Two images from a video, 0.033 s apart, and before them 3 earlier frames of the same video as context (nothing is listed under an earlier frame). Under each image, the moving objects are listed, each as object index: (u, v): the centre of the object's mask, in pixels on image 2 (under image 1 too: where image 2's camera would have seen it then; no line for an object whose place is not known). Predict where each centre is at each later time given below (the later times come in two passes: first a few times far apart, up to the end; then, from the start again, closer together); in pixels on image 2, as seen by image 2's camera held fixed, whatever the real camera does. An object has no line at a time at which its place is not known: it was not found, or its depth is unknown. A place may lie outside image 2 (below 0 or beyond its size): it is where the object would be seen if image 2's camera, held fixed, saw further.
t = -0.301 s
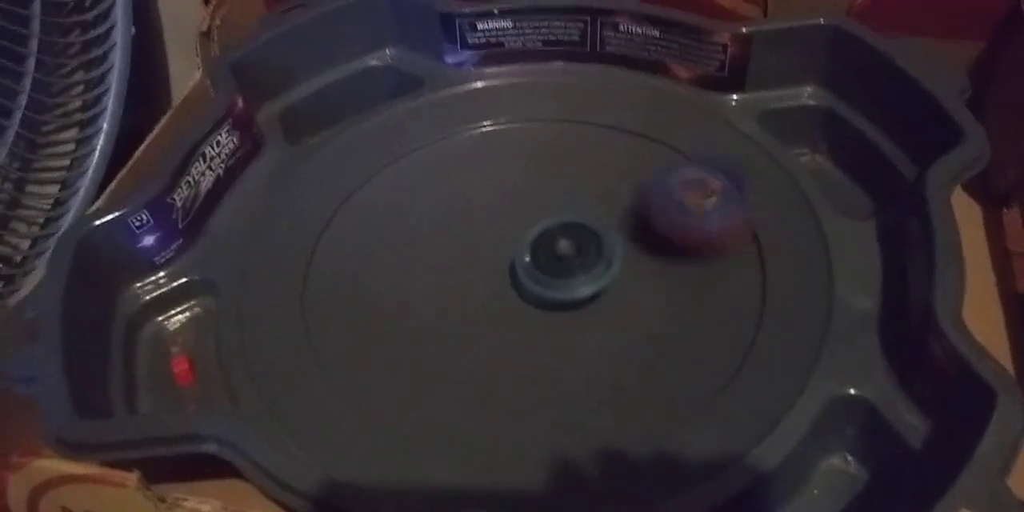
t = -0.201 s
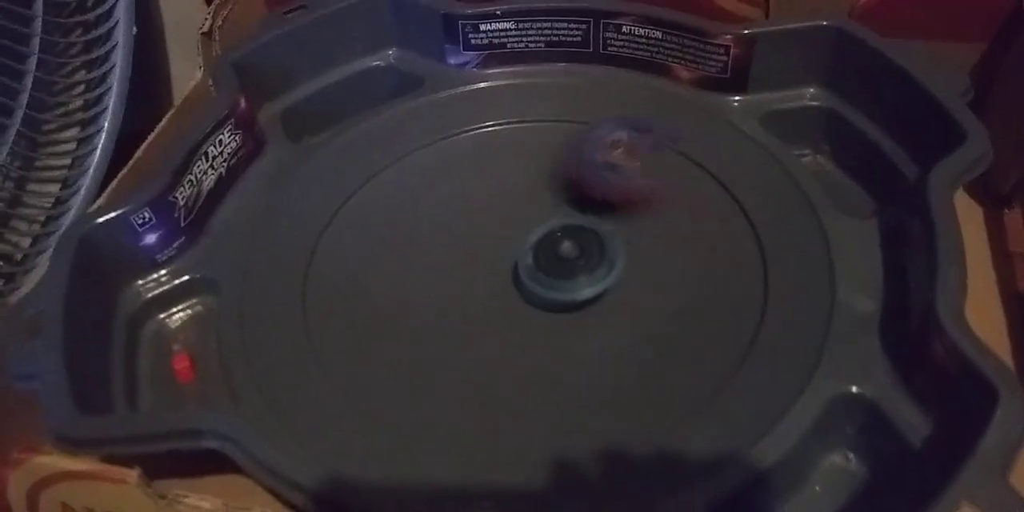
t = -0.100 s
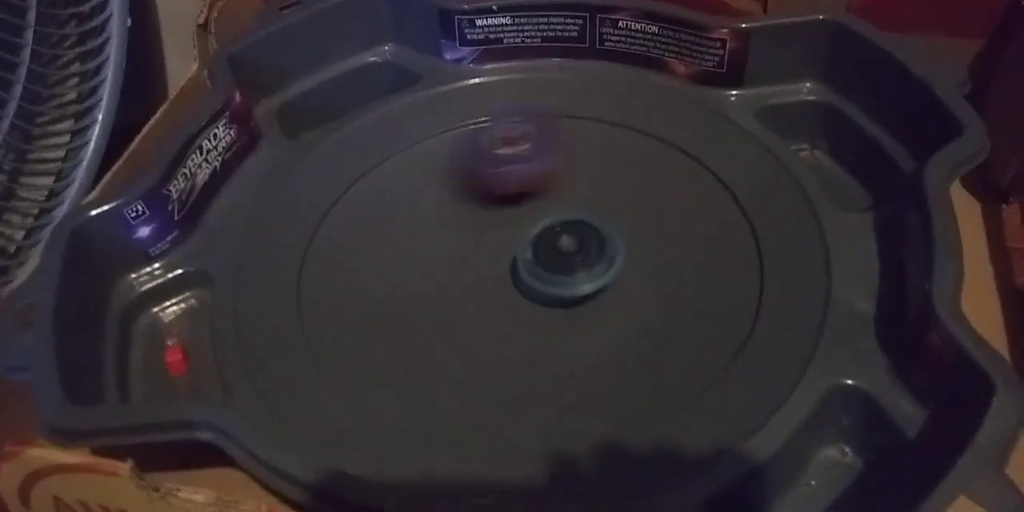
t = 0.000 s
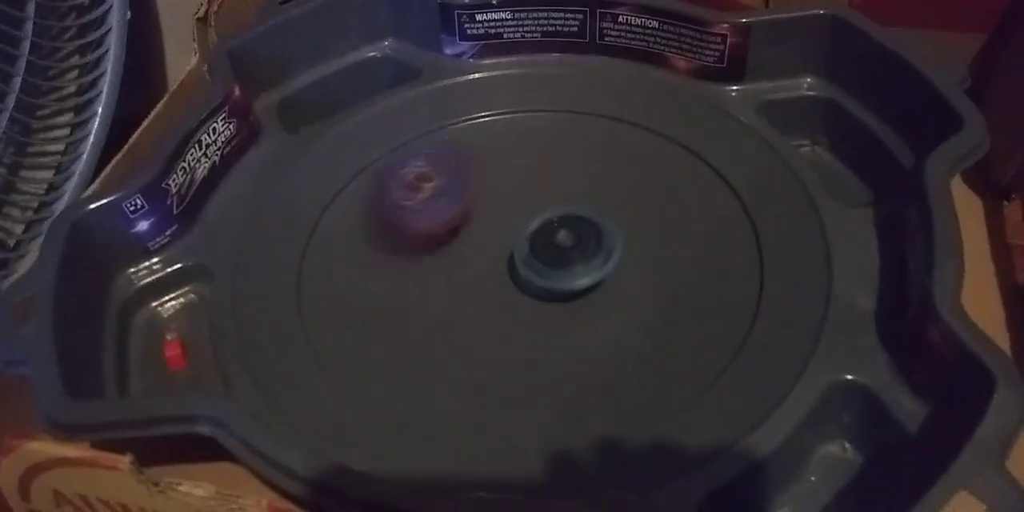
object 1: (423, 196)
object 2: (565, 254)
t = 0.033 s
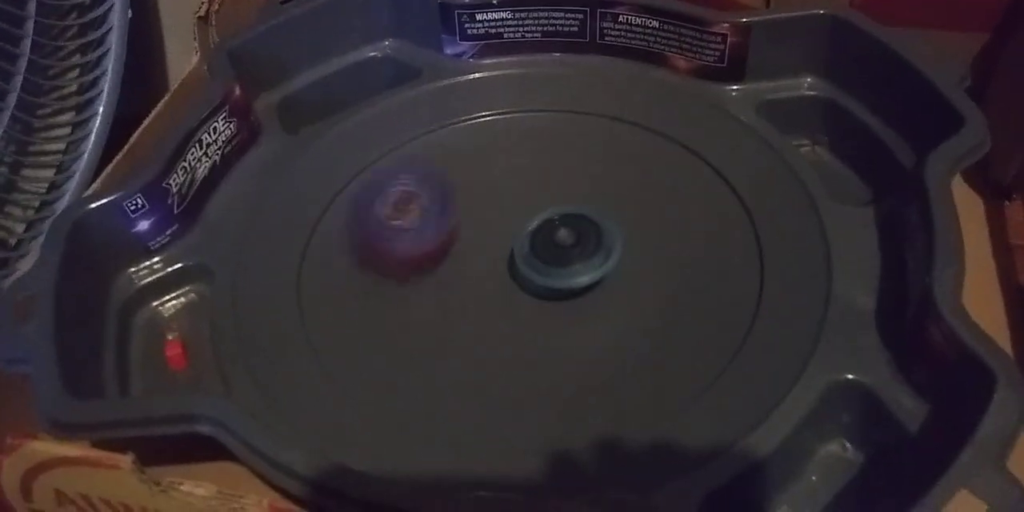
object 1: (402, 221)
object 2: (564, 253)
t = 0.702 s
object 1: (538, 160)
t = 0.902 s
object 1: (429, 235)
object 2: (541, 264)
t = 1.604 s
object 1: (617, 222)
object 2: (516, 111)
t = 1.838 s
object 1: (508, 260)
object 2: (455, 131)
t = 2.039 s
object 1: (522, 318)
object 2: (448, 184)
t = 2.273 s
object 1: (600, 257)
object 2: (478, 253)
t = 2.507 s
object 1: (570, 190)
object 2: (474, 288)
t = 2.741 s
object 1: (478, 238)
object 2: (537, 343)
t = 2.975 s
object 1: (510, 266)
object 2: (624, 347)
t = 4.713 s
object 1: (559, 192)
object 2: (496, 279)
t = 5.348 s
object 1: (584, 228)
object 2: (550, 340)
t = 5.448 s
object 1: (567, 221)
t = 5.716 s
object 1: (509, 212)
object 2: (545, 295)
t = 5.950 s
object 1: (479, 186)
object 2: (546, 260)
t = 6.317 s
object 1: (476, 209)
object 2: (596, 220)
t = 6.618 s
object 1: (525, 252)
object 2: (634, 223)
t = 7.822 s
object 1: (543, 177)
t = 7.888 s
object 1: (534, 182)
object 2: (569, 251)
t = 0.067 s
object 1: (395, 247)
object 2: (564, 253)
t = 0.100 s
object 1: (397, 271)
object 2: (562, 253)
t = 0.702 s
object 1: (538, 160)
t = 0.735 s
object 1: (512, 162)
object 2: (530, 267)
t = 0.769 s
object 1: (486, 169)
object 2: (531, 266)
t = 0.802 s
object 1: (464, 180)
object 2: (533, 265)
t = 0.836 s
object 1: (448, 197)
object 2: (534, 263)
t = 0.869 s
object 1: (438, 218)
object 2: (534, 263)
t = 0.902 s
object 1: (429, 235)
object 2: (541, 264)
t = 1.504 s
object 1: (647, 235)
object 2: (561, 154)
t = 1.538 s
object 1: (642, 227)
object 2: (540, 131)
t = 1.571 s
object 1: (633, 225)
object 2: (528, 117)
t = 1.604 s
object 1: (617, 222)
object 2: (516, 111)
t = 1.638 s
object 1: (601, 222)
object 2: (506, 107)
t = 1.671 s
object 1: (581, 223)
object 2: (496, 105)
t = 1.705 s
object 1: (562, 227)
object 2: (484, 108)
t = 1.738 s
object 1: (544, 234)
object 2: (476, 114)
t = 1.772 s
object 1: (529, 241)
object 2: (467, 119)
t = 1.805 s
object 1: (516, 251)
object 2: (461, 124)
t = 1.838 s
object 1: (508, 260)
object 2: (455, 131)
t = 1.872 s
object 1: (502, 272)
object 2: (452, 136)
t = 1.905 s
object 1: (498, 282)
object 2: (448, 143)
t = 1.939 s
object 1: (500, 295)
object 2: (447, 152)
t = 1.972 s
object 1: (504, 305)
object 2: (447, 161)
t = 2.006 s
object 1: (511, 312)
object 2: (447, 172)
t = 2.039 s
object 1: (522, 318)
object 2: (448, 184)
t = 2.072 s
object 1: (539, 320)
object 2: (453, 195)
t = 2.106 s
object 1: (556, 313)
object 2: (458, 207)
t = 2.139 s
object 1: (571, 307)
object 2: (463, 215)
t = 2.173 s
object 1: (580, 297)
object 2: (470, 227)
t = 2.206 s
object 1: (590, 284)
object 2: (476, 238)
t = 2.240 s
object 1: (592, 269)
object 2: (486, 250)
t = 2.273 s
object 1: (600, 257)
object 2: (478, 253)
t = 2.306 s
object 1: (610, 246)
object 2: (469, 253)
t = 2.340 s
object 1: (615, 233)
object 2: (464, 256)
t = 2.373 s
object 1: (614, 222)
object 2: (463, 259)
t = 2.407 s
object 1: (609, 208)
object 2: (464, 266)
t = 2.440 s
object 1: (598, 201)
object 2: (466, 273)
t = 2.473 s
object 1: (584, 194)
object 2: (470, 280)
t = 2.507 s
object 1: (570, 190)
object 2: (474, 288)
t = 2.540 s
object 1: (549, 187)
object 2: (480, 295)
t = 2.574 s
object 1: (532, 191)
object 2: (489, 301)
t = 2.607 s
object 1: (515, 199)
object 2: (495, 308)
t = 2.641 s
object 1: (502, 208)
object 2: (504, 313)
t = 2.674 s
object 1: (489, 219)
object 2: (511, 317)
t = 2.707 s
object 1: (482, 231)
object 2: (520, 322)
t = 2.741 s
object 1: (478, 238)
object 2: (537, 343)
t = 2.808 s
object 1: (475, 250)
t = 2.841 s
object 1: (479, 256)
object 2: (581, 358)
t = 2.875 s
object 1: (486, 262)
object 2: (591, 360)
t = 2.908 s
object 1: (492, 264)
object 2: (604, 358)
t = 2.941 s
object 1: (500, 266)
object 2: (615, 353)
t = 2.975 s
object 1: (510, 266)
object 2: (624, 347)
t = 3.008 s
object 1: (523, 265)
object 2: (632, 343)
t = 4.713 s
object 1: (559, 192)
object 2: (496, 279)
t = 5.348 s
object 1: (584, 228)
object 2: (550, 340)
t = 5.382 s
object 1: (579, 227)
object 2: (552, 338)
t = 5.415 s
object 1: (573, 223)
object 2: (552, 336)
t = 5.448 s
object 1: (567, 221)
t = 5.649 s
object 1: (519, 219)
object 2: (546, 306)
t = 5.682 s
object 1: (515, 216)
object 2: (545, 301)
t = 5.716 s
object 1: (509, 212)
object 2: (545, 295)
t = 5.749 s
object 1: (505, 206)
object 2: (545, 289)
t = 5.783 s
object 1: (500, 203)
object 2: (544, 287)
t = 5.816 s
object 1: (494, 196)
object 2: (544, 283)
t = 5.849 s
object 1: (491, 193)
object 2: (545, 276)
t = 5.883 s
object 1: (485, 189)
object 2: (545, 270)
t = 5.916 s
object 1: (483, 186)
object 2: (545, 264)
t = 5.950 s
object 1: (479, 186)
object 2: (546, 260)
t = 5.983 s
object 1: (474, 184)
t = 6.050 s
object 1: (469, 182)
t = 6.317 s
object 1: (476, 209)
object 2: (596, 220)
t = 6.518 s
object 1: (508, 236)
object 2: (628, 218)
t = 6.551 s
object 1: (514, 242)
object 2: (631, 219)
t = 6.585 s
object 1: (518, 247)
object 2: (633, 221)
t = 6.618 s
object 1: (525, 252)
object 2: (634, 223)
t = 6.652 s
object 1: (532, 258)
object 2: (636, 224)
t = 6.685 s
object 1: (536, 262)
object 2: (636, 227)
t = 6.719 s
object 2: (635, 229)
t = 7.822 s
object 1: (543, 177)
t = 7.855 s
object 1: (539, 180)
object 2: (573, 252)
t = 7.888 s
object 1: (534, 182)
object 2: (569, 251)
